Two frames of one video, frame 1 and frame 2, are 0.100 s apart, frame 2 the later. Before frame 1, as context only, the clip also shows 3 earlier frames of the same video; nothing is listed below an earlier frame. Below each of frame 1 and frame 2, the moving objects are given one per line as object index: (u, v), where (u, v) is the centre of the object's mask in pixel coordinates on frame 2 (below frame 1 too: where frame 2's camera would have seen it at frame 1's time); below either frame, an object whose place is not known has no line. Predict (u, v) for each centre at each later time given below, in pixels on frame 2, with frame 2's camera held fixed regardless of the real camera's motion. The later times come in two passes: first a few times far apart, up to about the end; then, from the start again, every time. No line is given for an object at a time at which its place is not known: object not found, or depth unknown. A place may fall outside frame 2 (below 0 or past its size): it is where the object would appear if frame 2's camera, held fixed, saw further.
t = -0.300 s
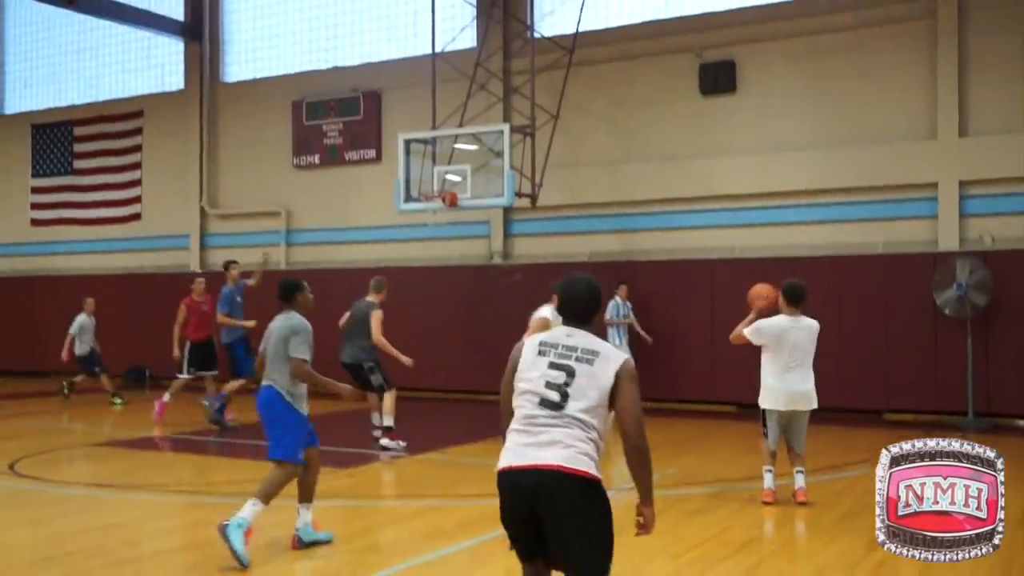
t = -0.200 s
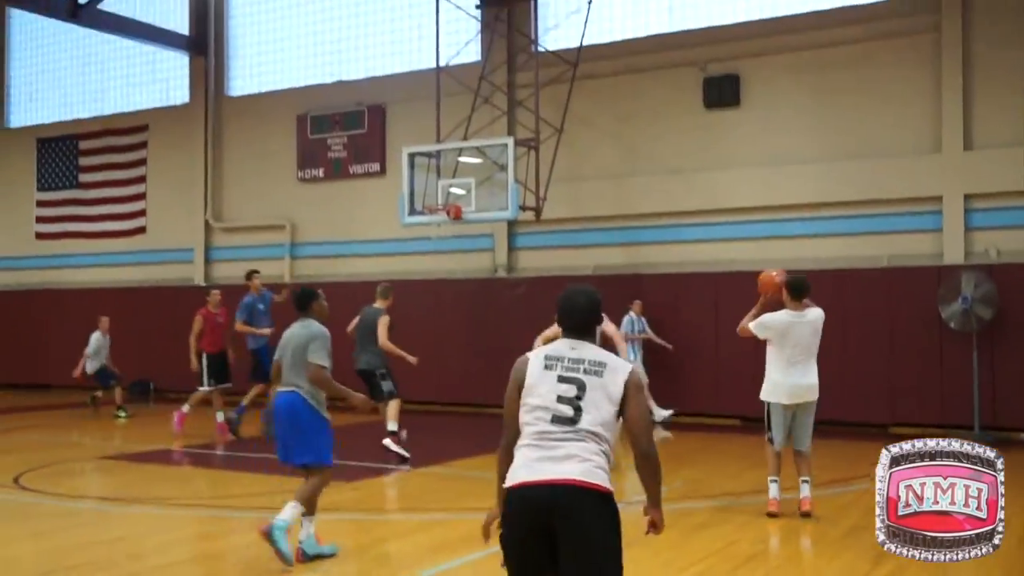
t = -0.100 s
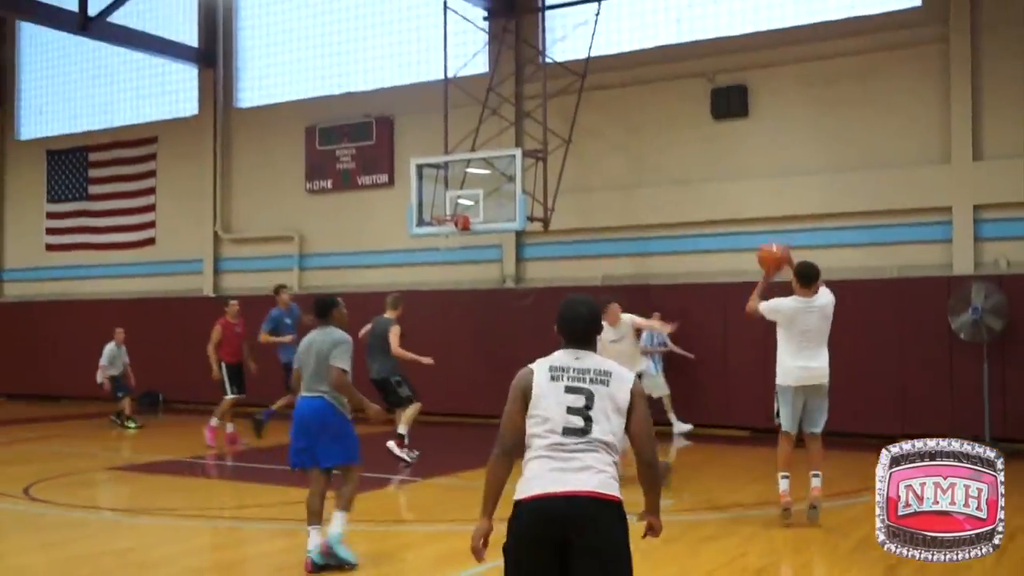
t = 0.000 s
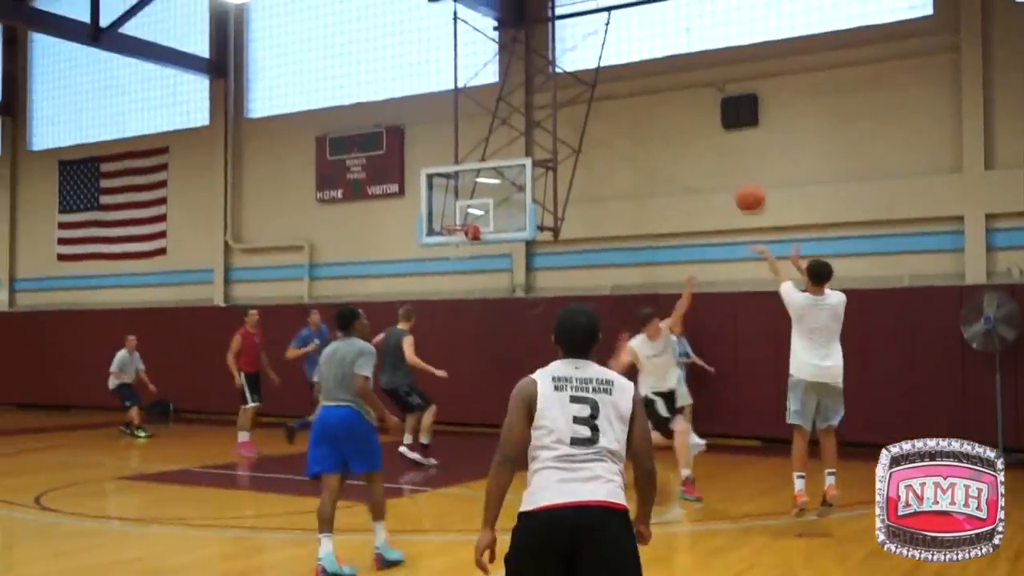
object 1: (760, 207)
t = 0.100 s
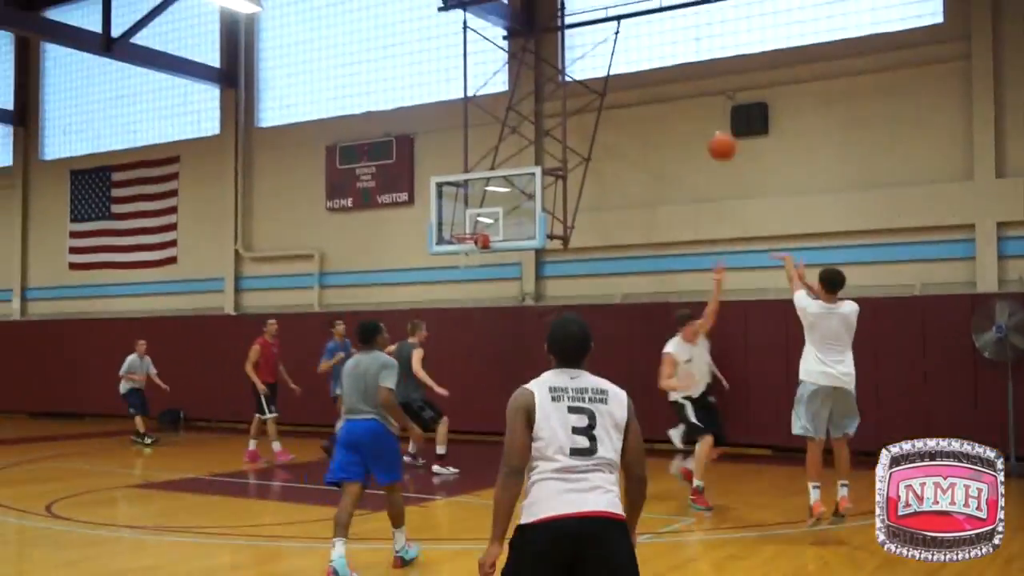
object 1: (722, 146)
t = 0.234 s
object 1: (677, 90)
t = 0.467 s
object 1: (611, 45)
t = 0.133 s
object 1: (710, 130)
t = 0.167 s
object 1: (698, 115)
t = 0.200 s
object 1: (687, 102)
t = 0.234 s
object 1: (677, 90)
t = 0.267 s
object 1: (666, 80)
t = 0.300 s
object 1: (657, 72)
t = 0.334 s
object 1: (647, 64)
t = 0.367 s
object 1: (638, 57)
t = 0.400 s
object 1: (629, 52)
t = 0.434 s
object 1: (620, 48)
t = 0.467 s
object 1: (611, 45)
